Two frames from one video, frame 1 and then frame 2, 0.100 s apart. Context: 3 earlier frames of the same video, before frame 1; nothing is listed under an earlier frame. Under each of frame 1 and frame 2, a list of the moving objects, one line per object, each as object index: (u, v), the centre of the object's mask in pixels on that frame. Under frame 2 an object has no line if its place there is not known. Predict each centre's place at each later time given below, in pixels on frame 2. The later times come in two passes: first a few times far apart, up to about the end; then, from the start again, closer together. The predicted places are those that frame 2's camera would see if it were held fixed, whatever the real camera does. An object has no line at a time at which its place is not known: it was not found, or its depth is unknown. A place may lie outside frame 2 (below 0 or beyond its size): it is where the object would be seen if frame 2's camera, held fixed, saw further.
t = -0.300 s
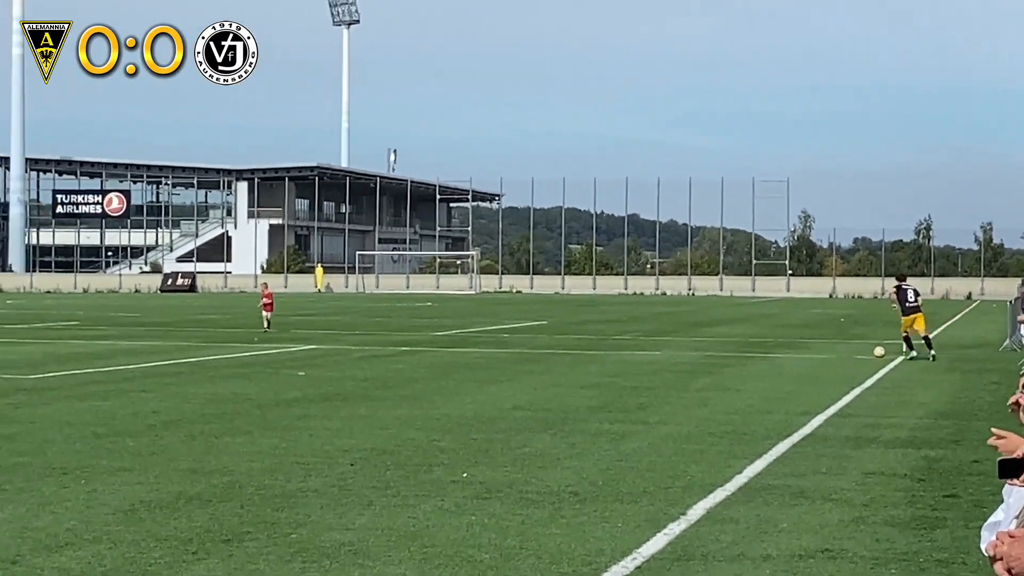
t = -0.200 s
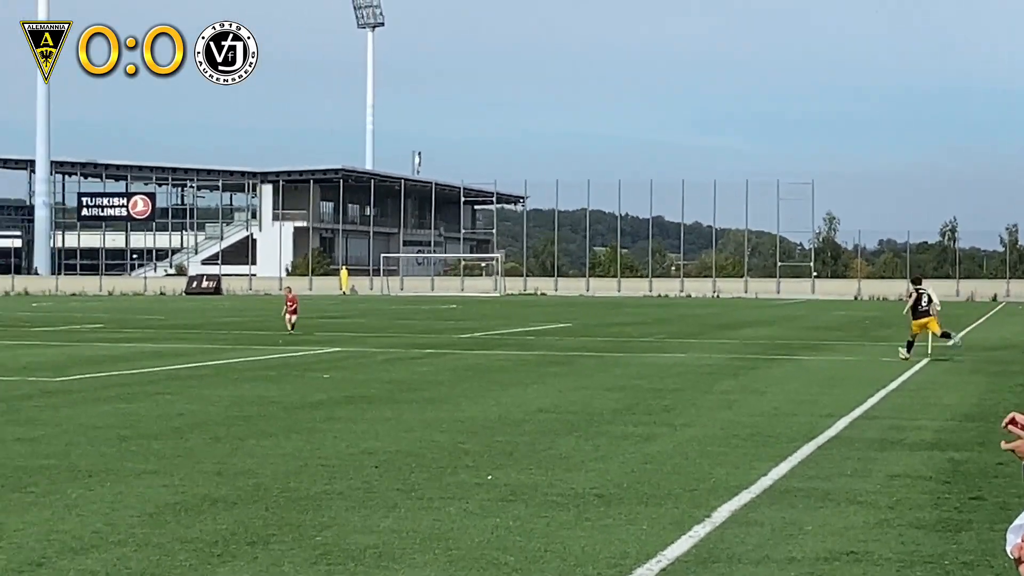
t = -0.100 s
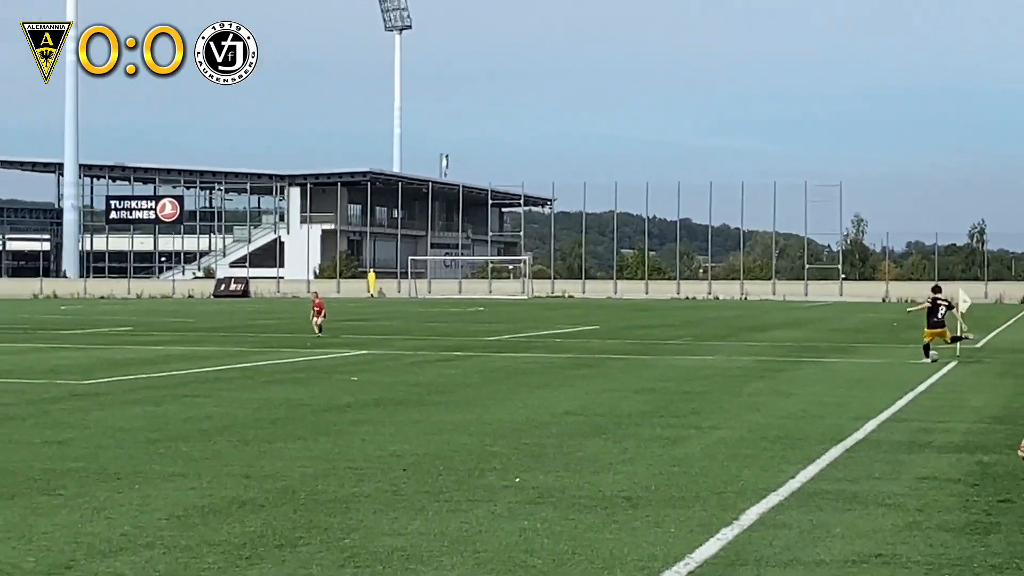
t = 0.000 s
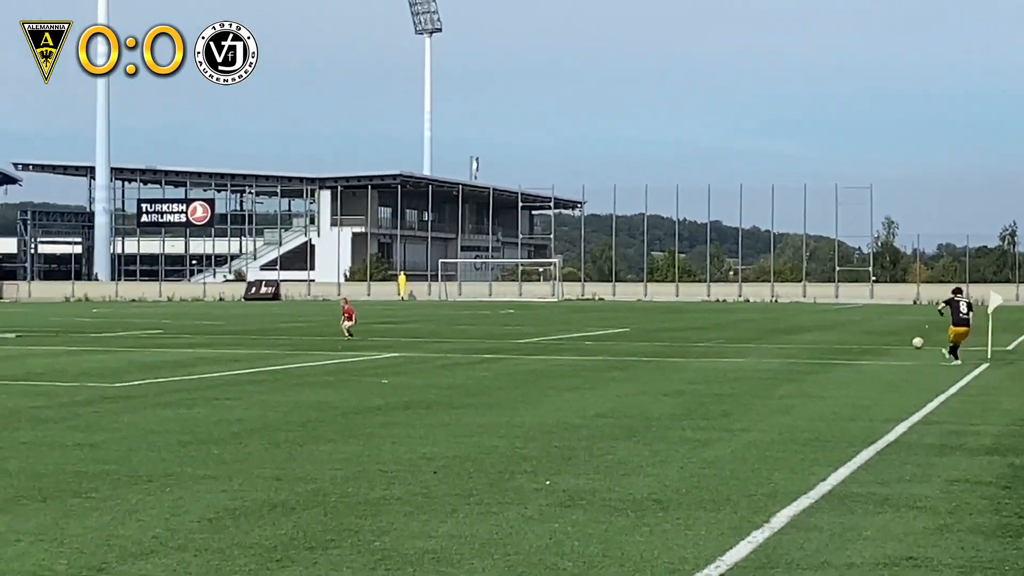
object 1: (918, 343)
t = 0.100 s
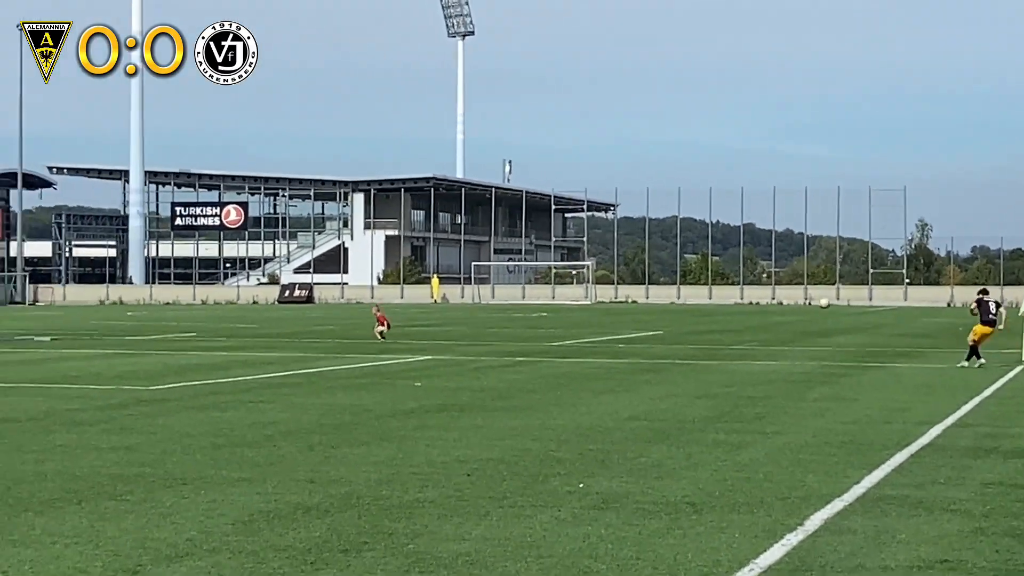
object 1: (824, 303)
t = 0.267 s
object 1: (625, 244)
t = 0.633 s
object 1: (238, 166)
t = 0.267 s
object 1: (625, 244)
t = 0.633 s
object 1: (238, 166)
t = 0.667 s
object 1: (204, 162)
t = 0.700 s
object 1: (170, 157)
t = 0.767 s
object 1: (102, 150)
